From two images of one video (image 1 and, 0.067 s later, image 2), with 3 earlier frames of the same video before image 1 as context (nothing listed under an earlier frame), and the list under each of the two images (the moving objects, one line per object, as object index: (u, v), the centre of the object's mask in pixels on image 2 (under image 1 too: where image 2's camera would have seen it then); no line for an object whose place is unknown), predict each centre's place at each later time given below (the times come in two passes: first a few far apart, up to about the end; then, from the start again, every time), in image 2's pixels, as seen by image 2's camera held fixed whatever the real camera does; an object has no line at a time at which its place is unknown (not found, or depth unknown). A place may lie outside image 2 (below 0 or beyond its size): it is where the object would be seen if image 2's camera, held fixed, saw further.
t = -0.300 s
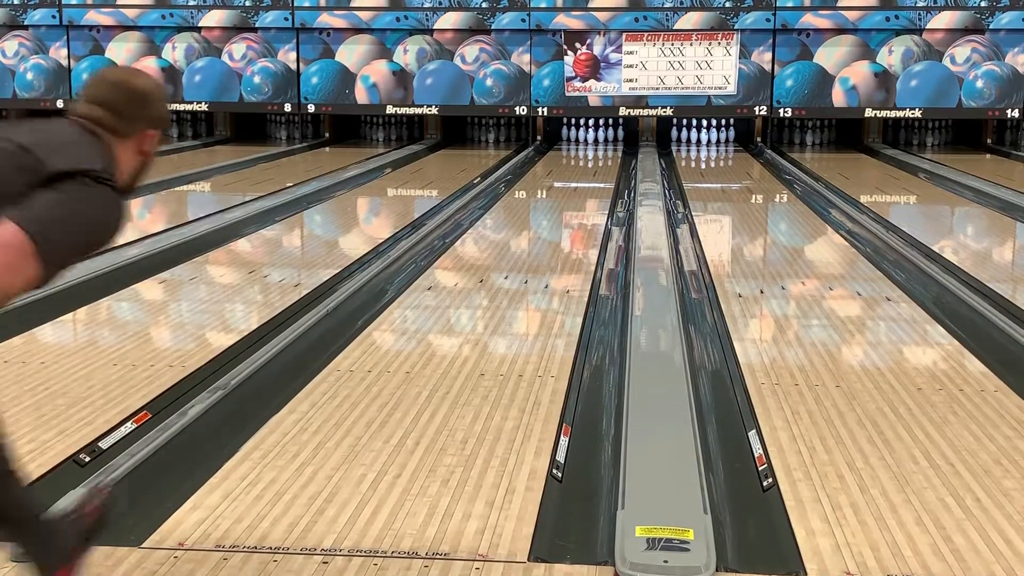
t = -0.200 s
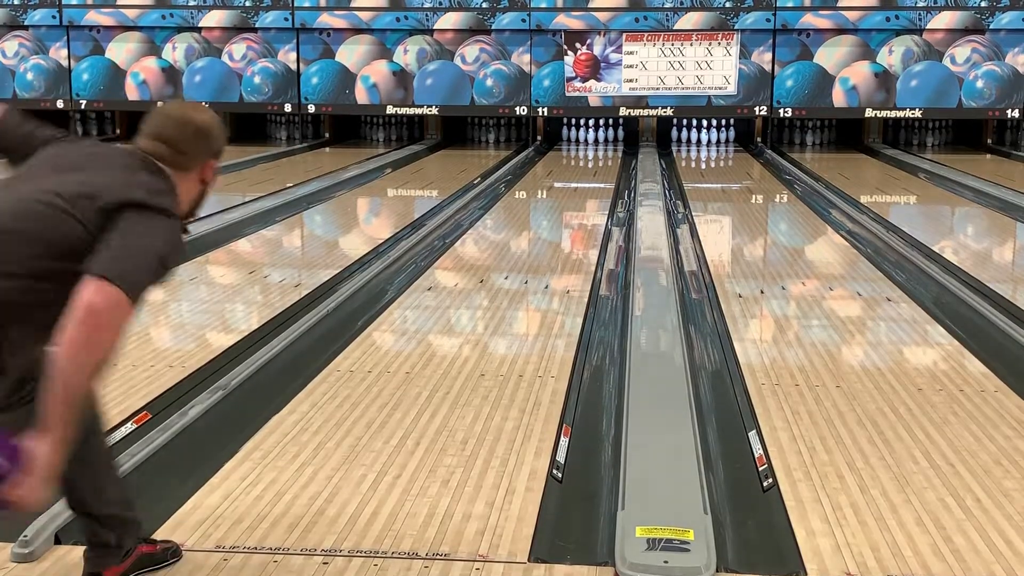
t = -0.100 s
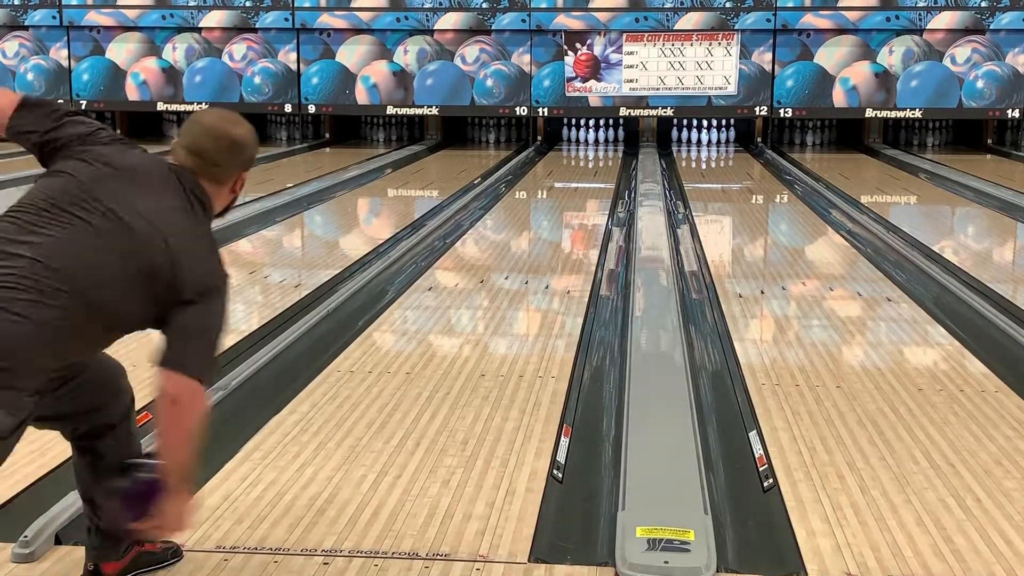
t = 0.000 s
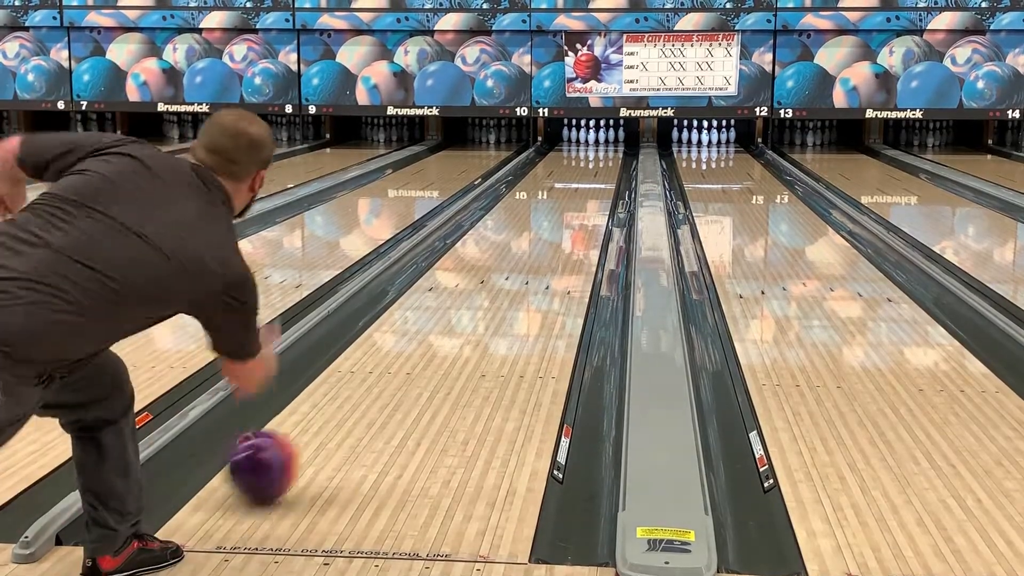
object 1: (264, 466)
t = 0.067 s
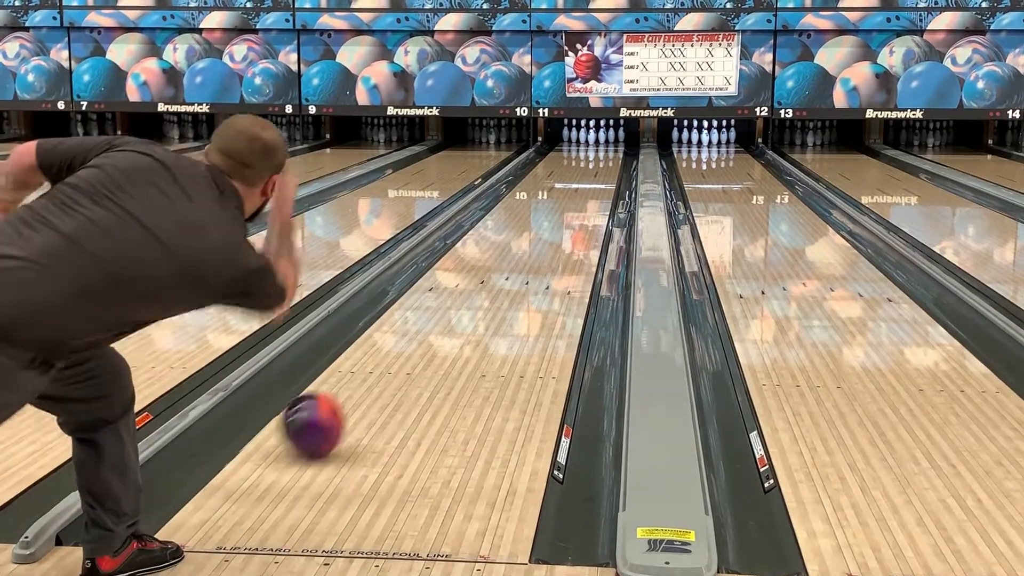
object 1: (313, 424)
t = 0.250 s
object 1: (409, 346)
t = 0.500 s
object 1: (487, 281)
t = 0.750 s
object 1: (534, 241)
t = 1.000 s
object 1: (566, 213)
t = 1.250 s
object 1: (588, 193)
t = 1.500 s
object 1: (604, 178)
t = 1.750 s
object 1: (612, 166)
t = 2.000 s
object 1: (615, 156)
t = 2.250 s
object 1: (609, 149)
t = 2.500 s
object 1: (600, 143)
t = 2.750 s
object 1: (592, 137)
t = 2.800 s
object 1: (590, 137)
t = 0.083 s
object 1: (325, 416)
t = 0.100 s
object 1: (335, 408)
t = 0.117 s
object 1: (345, 400)
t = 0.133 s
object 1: (354, 392)
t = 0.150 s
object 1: (363, 385)
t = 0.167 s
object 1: (372, 378)
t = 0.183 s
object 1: (380, 371)
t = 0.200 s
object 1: (388, 364)
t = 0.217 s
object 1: (395, 358)
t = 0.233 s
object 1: (402, 352)
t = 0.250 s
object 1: (409, 346)
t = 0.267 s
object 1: (416, 341)
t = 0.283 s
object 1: (422, 336)
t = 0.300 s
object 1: (429, 330)
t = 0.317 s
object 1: (434, 325)
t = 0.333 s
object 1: (440, 320)
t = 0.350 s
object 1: (446, 315)
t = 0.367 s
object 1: (451, 311)
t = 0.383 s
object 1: (456, 307)
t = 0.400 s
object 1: (461, 303)
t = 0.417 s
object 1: (466, 300)
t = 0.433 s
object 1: (470, 296)
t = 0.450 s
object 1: (475, 291)
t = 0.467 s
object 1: (479, 288)
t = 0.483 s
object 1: (483, 284)
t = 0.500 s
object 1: (487, 281)
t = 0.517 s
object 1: (491, 278)
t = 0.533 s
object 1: (494, 275)
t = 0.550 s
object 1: (498, 272)
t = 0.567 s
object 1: (501, 269)
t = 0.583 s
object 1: (505, 266)
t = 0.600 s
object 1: (508, 263)
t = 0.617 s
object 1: (511, 260)
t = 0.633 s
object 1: (514, 258)
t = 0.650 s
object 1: (517, 255)
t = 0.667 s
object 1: (520, 253)
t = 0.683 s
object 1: (523, 250)
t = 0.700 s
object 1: (526, 248)
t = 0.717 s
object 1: (529, 245)
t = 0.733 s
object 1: (531, 243)
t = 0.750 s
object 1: (534, 241)
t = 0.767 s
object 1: (537, 239)
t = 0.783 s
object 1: (539, 236)
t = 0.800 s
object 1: (541, 234)
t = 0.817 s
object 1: (544, 232)
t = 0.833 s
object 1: (546, 231)
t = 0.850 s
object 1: (548, 229)
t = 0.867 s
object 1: (550, 227)
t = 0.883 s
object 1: (552, 225)
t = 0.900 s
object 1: (555, 223)
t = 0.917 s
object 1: (556, 221)
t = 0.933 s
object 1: (558, 219)
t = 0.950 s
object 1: (560, 218)
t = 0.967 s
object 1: (562, 216)
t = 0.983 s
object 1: (564, 214)
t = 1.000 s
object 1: (566, 213)
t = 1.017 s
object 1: (568, 211)
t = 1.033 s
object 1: (569, 210)
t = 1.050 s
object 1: (571, 208)
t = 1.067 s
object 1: (572, 207)
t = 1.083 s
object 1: (574, 206)
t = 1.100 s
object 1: (576, 204)
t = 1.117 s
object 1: (578, 203)
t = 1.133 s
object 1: (579, 201)
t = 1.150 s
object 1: (580, 200)
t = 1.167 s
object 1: (581, 199)
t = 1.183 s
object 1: (583, 198)
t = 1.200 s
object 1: (584, 197)
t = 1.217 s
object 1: (586, 196)
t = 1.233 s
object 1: (587, 194)
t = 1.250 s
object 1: (588, 193)
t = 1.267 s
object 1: (589, 192)
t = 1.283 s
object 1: (591, 191)
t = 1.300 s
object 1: (592, 190)
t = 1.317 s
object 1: (593, 189)
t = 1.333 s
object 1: (594, 187)
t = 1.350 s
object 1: (596, 186)
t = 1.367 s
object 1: (597, 185)
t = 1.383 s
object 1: (598, 184)
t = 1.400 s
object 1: (599, 183)
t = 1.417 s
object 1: (599, 183)
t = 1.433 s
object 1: (600, 182)
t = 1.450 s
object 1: (601, 181)
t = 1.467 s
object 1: (602, 180)
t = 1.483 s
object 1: (603, 179)
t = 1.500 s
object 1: (604, 178)
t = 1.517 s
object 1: (605, 177)
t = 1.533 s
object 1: (605, 176)
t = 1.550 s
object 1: (606, 175)
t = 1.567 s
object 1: (607, 175)
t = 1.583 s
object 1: (607, 174)
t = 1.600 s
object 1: (608, 174)
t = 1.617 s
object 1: (609, 172)
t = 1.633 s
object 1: (609, 171)
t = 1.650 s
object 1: (610, 170)
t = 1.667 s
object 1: (610, 170)
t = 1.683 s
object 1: (610, 169)
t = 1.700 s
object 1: (611, 169)
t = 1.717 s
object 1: (611, 168)
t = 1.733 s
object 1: (612, 167)
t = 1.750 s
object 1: (612, 166)
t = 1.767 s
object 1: (613, 165)
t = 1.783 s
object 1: (613, 164)
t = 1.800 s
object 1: (613, 164)
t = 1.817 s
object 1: (613, 163)
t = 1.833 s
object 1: (614, 162)
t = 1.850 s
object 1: (614, 162)
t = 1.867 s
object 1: (614, 161)
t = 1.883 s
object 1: (614, 161)
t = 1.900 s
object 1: (614, 160)
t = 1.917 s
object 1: (614, 159)
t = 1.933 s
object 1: (615, 158)
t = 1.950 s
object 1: (614, 158)
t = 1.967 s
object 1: (615, 157)
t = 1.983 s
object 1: (614, 157)
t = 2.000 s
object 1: (615, 156)
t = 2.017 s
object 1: (615, 155)
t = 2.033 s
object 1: (614, 155)
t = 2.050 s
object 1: (614, 154)
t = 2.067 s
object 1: (614, 154)
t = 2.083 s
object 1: (614, 153)
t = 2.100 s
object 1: (614, 153)
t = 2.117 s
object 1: (614, 153)
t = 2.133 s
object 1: (613, 152)
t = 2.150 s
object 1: (613, 152)
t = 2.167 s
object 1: (613, 151)
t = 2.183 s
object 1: (613, 151)
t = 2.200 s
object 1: (612, 151)
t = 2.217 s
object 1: (611, 150)
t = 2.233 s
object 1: (610, 148)
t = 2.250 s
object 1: (609, 149)
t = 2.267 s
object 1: (609, 148)
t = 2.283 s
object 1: (609, 148)
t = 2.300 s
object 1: (609, 147)
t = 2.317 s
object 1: (608, 147)
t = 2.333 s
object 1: (607, 147)
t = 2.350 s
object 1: (606, 146)
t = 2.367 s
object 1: (606, 146)
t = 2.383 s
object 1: (605, 146)
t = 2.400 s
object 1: (605, 145)
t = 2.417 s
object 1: (604, 144)
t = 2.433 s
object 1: (603, 144)
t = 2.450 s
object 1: (602, 144)
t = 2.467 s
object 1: (601, 143)
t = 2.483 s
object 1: (601, 143)
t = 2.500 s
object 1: (600, 143)
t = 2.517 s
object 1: (600, 142)
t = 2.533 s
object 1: (599, 141)
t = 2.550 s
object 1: (599, 141)
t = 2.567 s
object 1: (598, 141)
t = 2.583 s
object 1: (597, 140)
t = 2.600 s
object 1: (596, 140)
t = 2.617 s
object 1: (595, 140)
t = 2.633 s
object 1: (594, 139)
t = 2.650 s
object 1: (594, 139)
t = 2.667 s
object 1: (593, 139)
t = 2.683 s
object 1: (593, 139)
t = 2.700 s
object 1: (593, 138)
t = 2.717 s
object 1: (592, 138)
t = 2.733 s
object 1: (593, 138)
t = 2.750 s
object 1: (592, 137)
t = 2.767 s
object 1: (591, 137)
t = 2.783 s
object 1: (591, 137)
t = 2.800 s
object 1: (590, 137)
